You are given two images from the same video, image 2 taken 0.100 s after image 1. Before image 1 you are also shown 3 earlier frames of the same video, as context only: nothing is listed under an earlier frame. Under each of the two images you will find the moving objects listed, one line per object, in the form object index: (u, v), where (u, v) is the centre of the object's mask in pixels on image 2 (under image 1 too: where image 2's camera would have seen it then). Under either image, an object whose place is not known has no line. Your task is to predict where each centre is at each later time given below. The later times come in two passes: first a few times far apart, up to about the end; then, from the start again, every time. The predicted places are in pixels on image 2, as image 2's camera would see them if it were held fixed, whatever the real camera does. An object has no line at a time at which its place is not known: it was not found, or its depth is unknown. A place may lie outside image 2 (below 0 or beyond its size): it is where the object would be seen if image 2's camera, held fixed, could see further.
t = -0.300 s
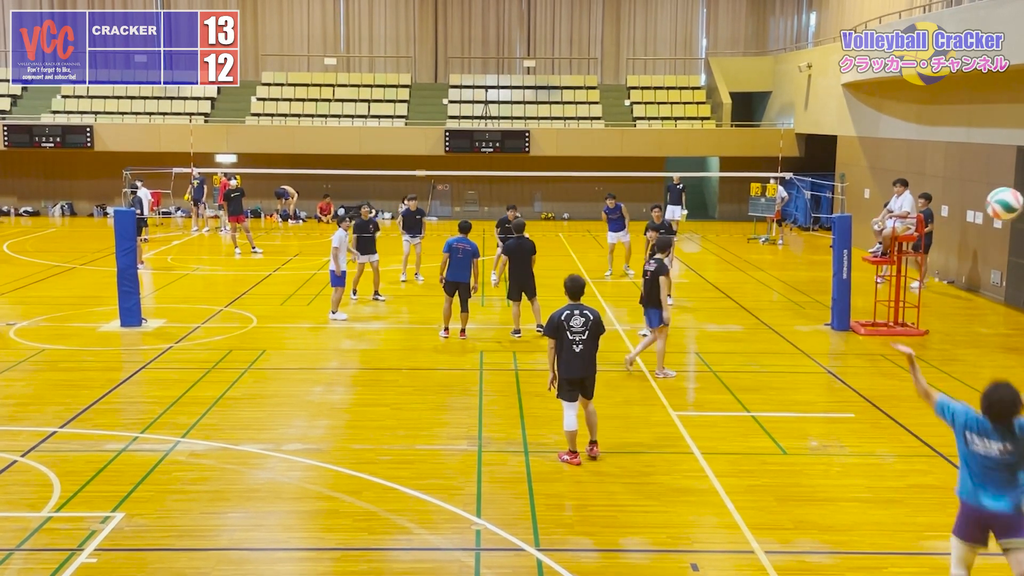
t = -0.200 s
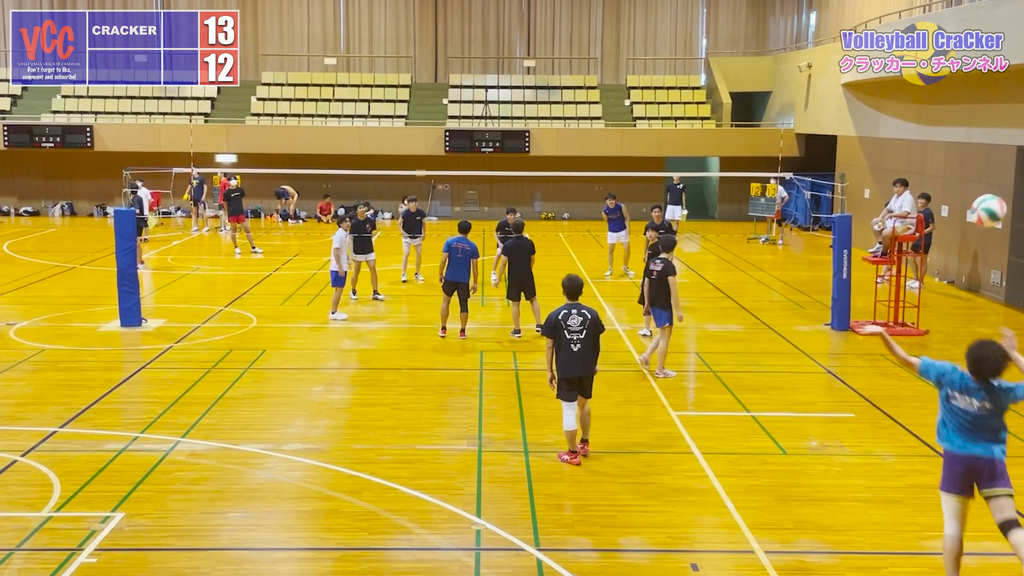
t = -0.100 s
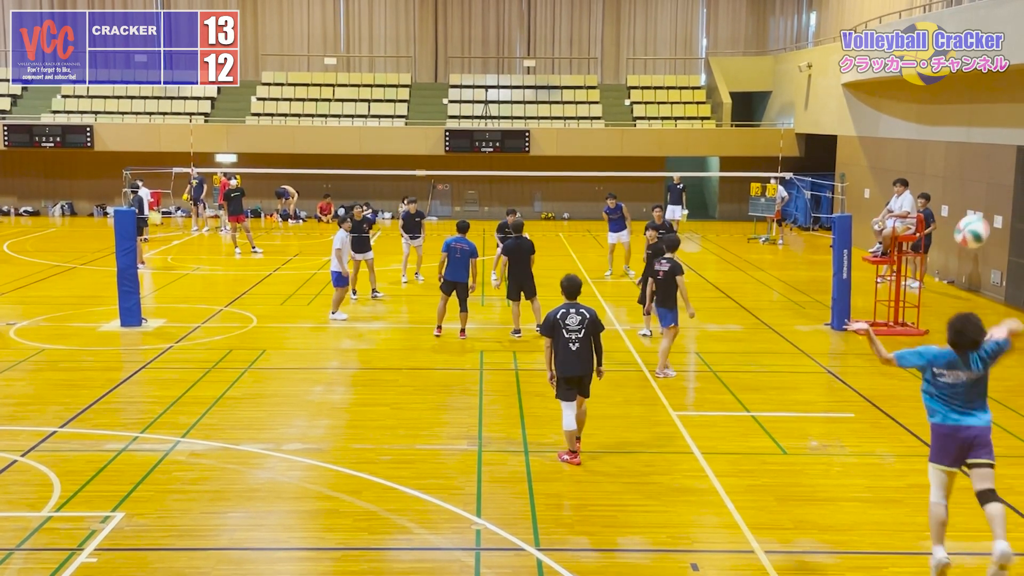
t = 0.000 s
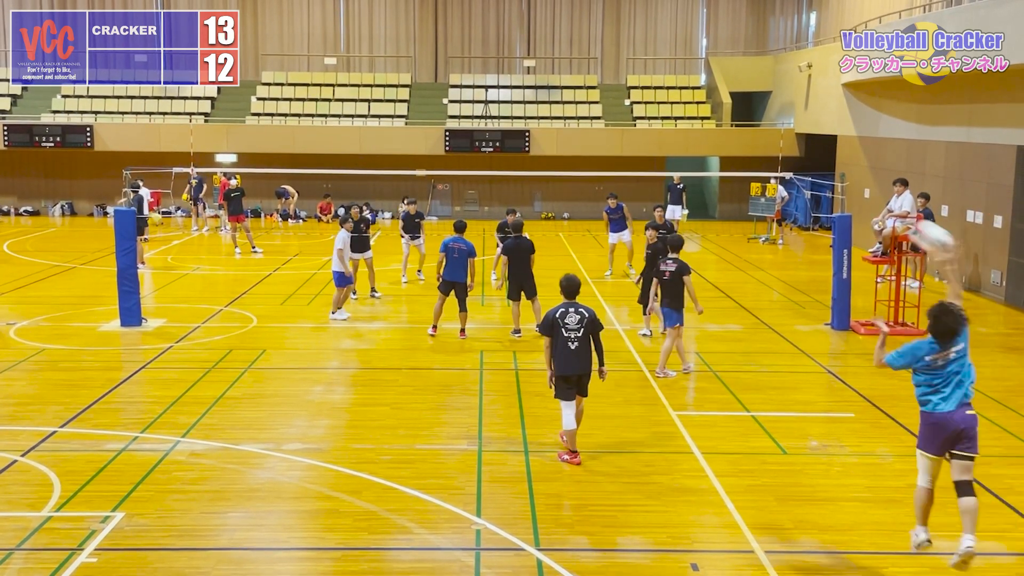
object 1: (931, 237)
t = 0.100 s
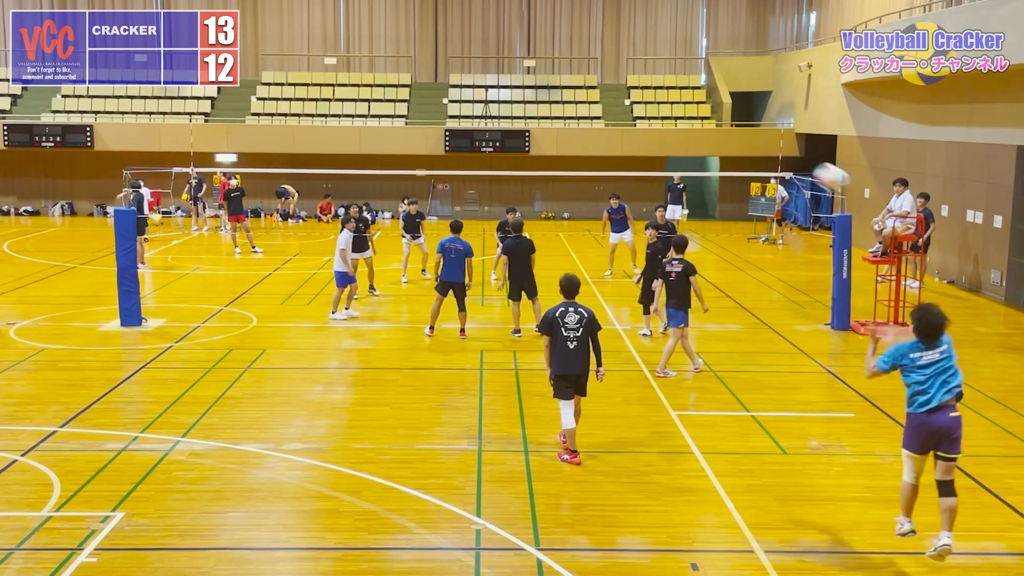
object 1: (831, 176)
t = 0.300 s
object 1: (703, 125)
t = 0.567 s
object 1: (610, 134)
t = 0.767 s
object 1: (569, 164)
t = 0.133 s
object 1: (804, 163)
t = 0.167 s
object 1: (779, 151)
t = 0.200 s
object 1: (757, 141)
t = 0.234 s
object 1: (737, 133)
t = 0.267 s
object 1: (719, 128)
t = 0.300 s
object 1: (703, 125)
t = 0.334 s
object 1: (686, 123)
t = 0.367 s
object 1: (672, 123)
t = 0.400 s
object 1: (658, 123)
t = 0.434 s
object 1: (647, 124)
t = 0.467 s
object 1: (636, 126)
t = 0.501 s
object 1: (626, 128)
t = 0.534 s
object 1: (618, 131)
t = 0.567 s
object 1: (610, 134)
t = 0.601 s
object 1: (602, 139)
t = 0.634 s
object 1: (595, 143)
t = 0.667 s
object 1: (587, 148)
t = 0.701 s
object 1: (581, 154)
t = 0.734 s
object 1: (575, 159)
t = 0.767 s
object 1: (569, 164)
